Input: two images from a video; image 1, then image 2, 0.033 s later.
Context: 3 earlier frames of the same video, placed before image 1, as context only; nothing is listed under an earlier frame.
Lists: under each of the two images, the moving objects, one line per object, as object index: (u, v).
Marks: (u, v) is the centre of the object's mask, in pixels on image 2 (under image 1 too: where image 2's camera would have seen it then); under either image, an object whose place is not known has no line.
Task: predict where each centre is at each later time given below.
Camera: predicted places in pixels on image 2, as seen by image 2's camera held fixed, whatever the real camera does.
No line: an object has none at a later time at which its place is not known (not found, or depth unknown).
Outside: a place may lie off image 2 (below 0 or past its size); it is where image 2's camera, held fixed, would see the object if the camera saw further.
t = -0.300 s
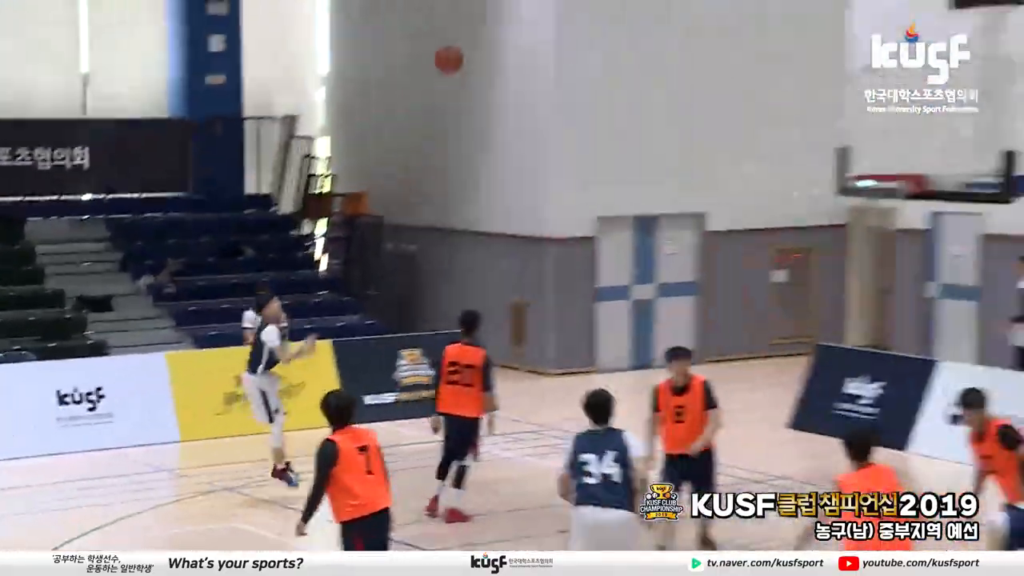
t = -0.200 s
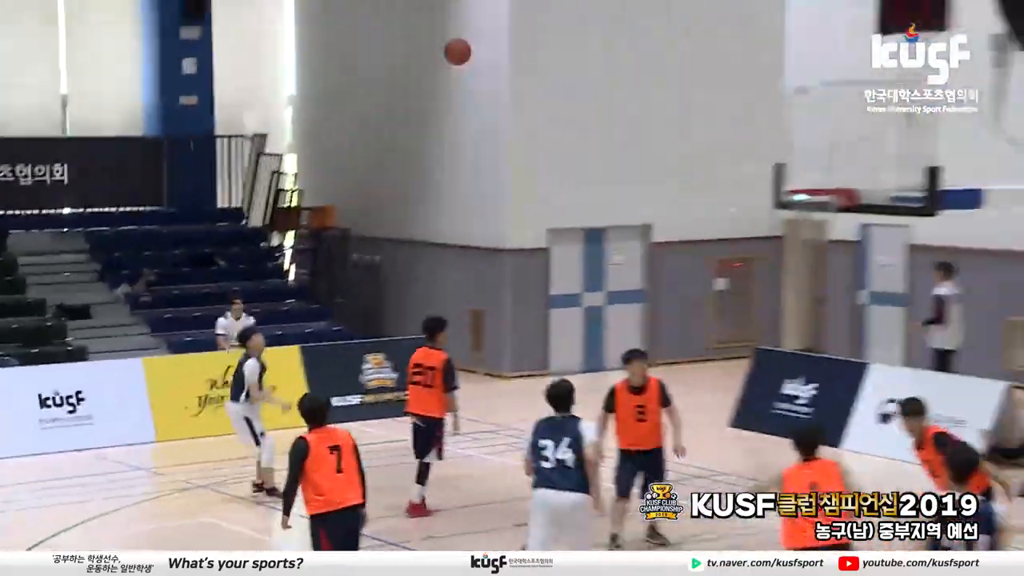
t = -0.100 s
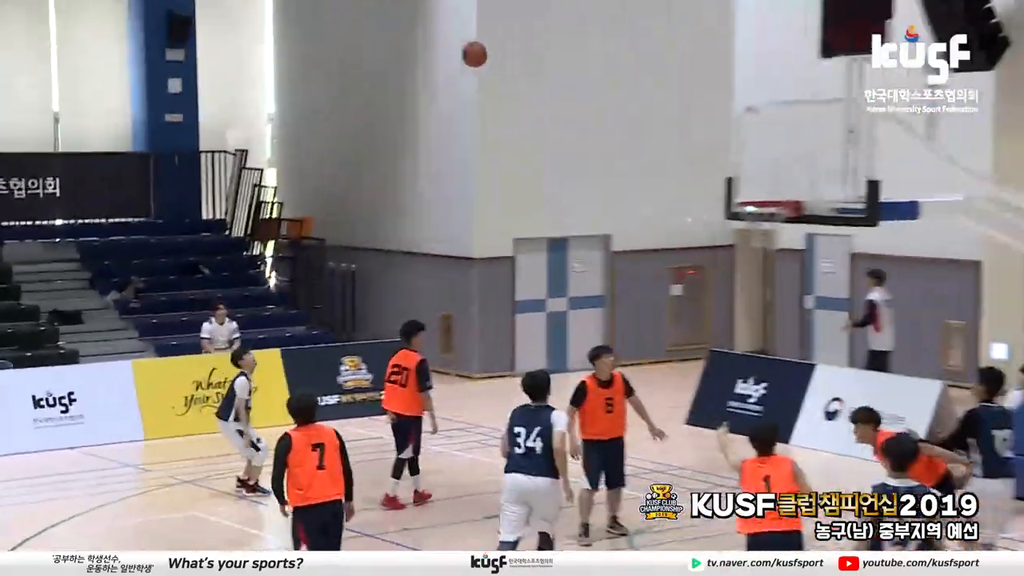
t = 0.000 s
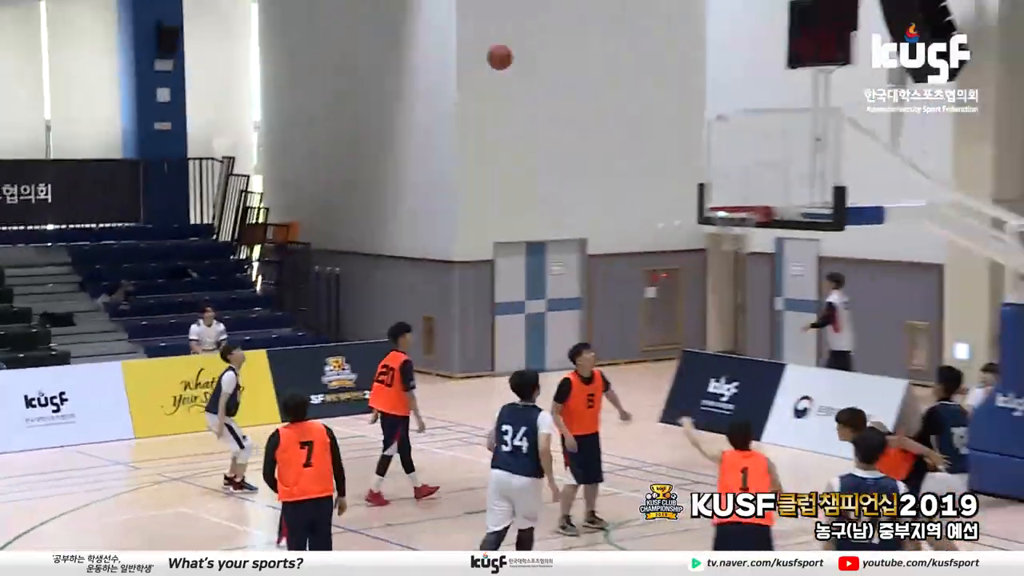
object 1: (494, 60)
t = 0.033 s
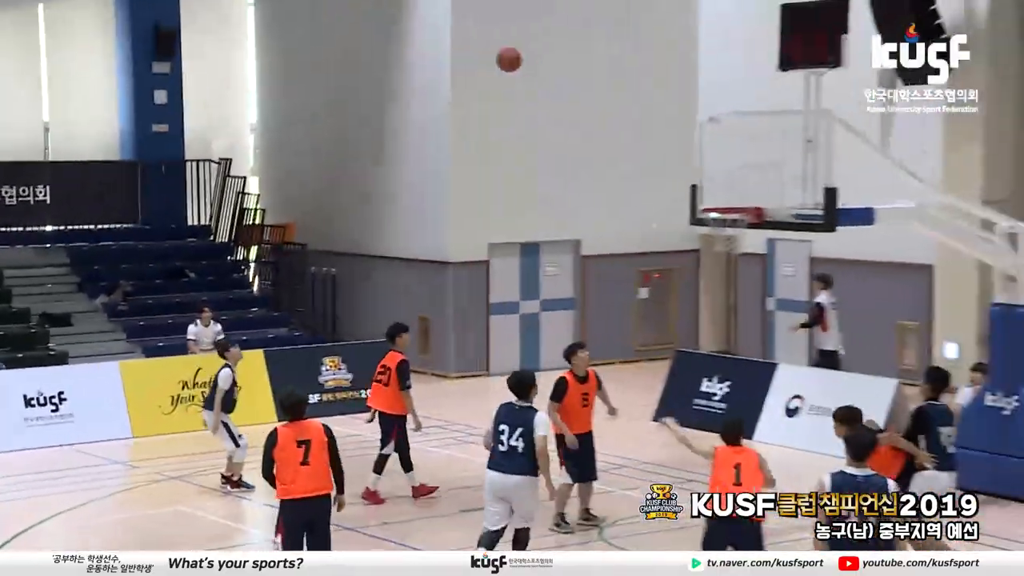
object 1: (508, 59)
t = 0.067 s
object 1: (524, 60)
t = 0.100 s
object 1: (540, 62)
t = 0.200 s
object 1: (586, 75)
